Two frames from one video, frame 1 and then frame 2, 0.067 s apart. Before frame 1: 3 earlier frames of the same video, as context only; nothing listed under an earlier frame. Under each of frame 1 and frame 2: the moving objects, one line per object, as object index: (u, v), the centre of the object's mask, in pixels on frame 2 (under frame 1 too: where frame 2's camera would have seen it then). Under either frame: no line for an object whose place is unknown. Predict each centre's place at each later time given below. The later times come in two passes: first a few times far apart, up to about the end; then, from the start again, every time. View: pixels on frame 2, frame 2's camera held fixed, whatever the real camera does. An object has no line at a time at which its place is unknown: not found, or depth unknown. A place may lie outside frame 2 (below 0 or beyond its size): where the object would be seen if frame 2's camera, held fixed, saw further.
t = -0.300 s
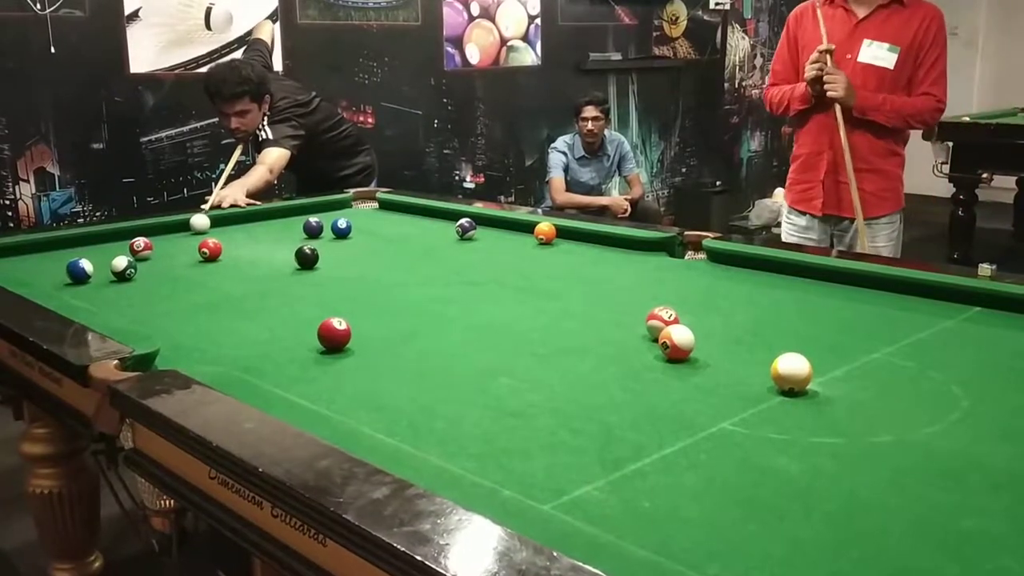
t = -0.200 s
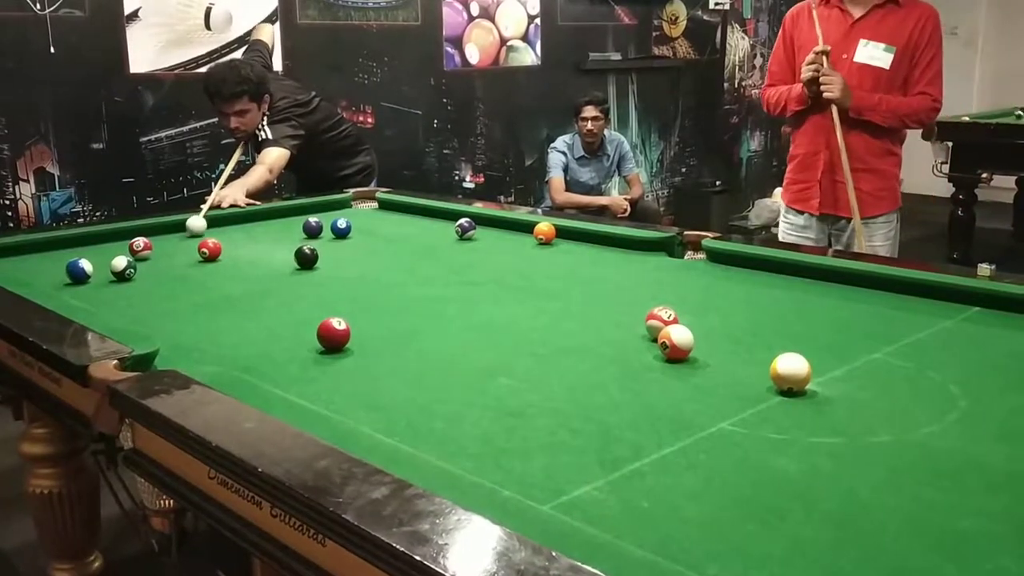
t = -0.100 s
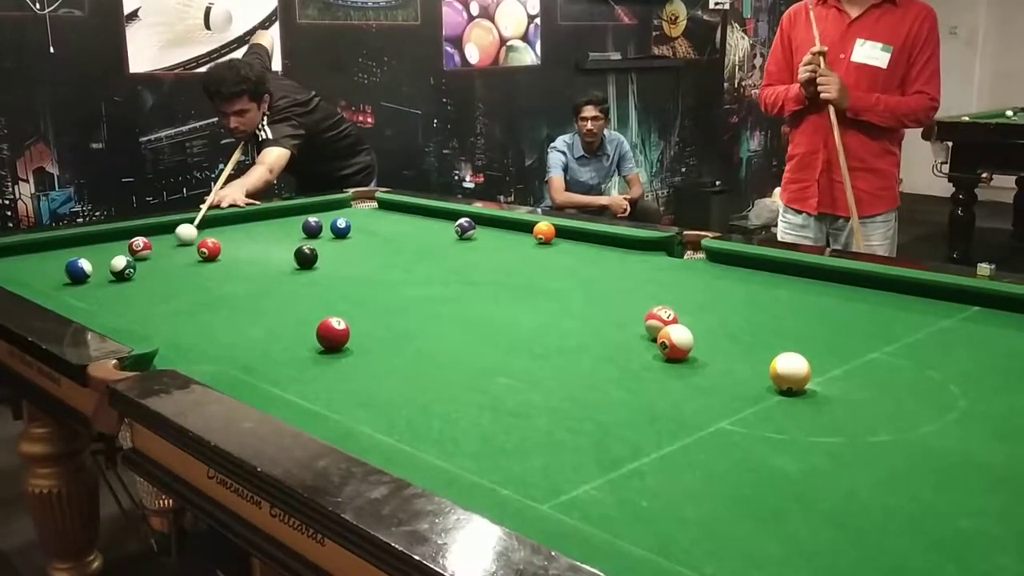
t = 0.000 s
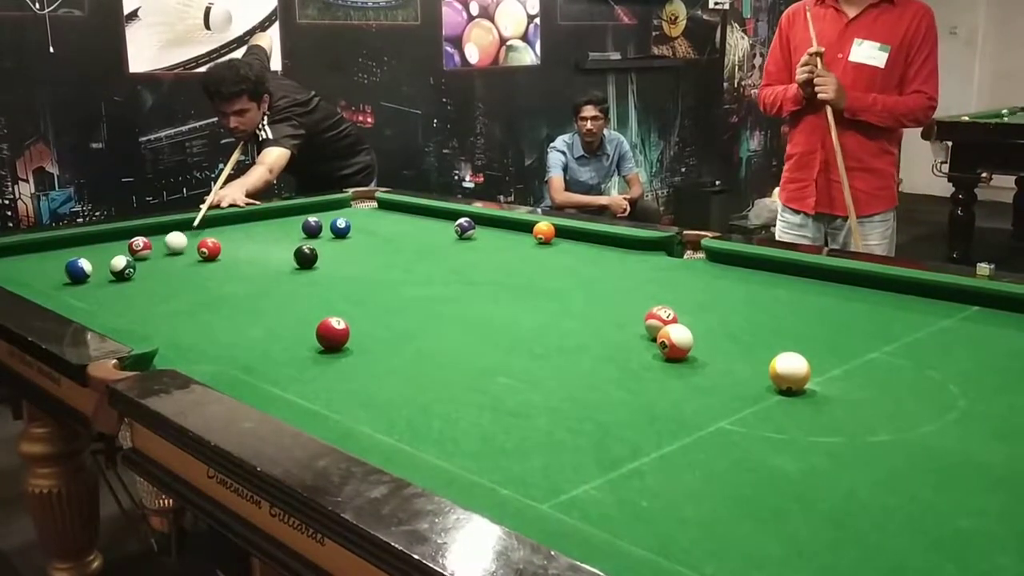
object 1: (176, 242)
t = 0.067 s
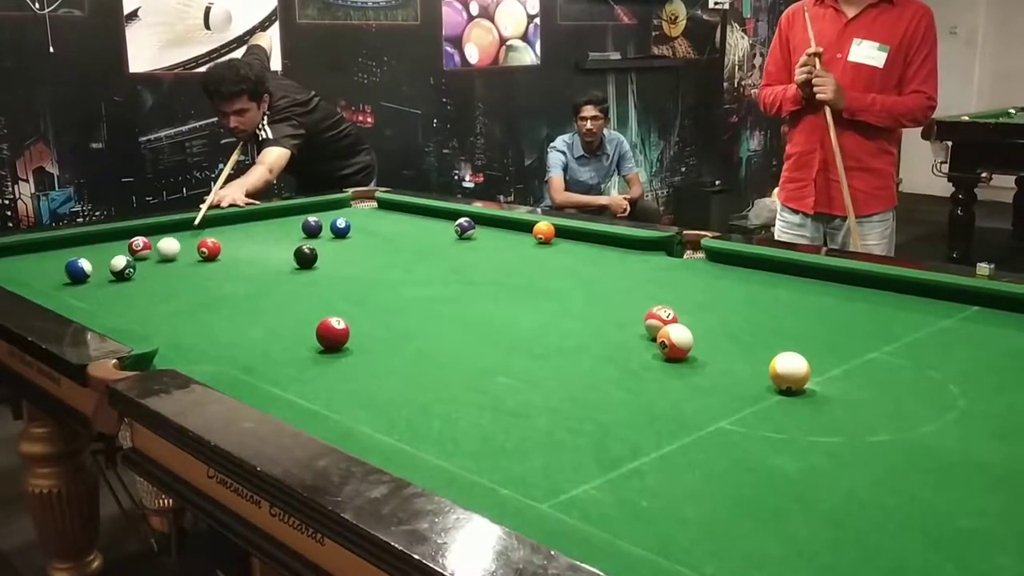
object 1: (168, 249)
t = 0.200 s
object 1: (151, 262)
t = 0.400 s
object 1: (148, 284)
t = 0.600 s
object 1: (145, 310)
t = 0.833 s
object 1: (184, 333)
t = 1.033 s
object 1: (255, 343)
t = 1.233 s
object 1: (330, 354)
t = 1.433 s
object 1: (408, 365)
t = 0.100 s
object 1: (164, 251)
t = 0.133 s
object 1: (160, 255)
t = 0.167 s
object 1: (156, 259)
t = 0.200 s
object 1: (151, 262)
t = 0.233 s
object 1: (150, 266)
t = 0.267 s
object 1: (149, 269)
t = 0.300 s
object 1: (149, 273)
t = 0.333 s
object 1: (149, 277)
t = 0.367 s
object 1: (148, 281)
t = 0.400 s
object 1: (148, 284)
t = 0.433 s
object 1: (147, 288)
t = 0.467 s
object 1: (147, 292)
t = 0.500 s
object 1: (146, 297)
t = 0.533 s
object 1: (146, 301)
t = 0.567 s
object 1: (146, 305)
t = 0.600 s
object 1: (145, 310)
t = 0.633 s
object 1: (145, 314)
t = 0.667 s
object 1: (145, 318)
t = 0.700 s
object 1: (145, 320)
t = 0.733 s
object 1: (149, 325)
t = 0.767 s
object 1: (162, 328)
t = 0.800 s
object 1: (172, 331)
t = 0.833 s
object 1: (184, 333)
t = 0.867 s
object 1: (196, 335)
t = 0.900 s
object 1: (207, 337)
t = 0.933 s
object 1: (219, 338)
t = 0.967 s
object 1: (231, 340)
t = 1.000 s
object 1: (243, 341)
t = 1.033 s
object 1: (255, 343)
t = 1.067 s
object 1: (268, 345)
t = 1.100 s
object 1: (280, 347)
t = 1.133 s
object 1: (292, 348)
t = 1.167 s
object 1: (305, 350)
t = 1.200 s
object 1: (318, 352)
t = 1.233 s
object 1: (330, 354)
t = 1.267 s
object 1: (343, 355)
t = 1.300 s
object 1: (356, 357)
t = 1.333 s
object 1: (368, 359)
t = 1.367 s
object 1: (382, 361)
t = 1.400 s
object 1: (395, 363)
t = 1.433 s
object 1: (408, 365)
